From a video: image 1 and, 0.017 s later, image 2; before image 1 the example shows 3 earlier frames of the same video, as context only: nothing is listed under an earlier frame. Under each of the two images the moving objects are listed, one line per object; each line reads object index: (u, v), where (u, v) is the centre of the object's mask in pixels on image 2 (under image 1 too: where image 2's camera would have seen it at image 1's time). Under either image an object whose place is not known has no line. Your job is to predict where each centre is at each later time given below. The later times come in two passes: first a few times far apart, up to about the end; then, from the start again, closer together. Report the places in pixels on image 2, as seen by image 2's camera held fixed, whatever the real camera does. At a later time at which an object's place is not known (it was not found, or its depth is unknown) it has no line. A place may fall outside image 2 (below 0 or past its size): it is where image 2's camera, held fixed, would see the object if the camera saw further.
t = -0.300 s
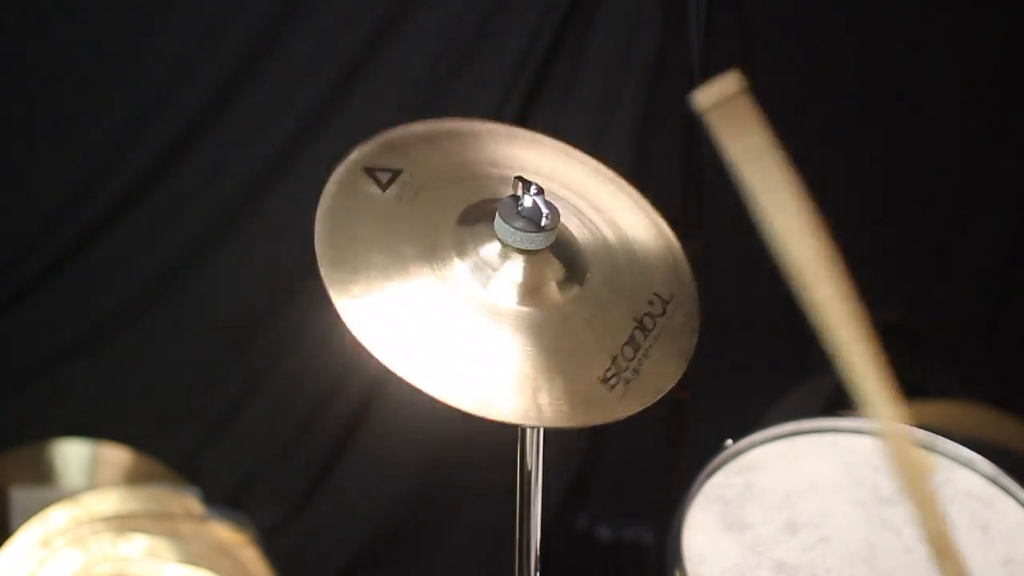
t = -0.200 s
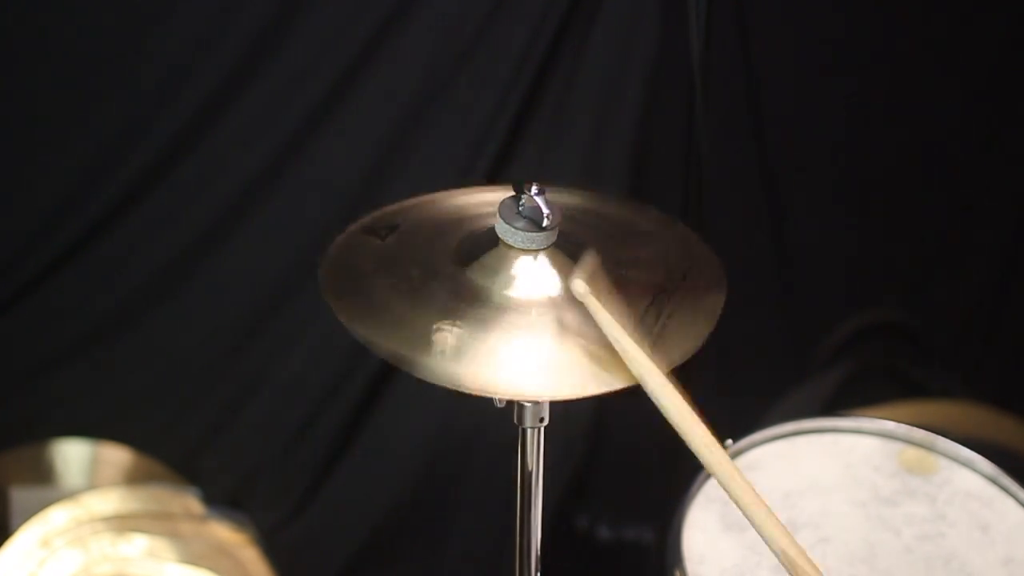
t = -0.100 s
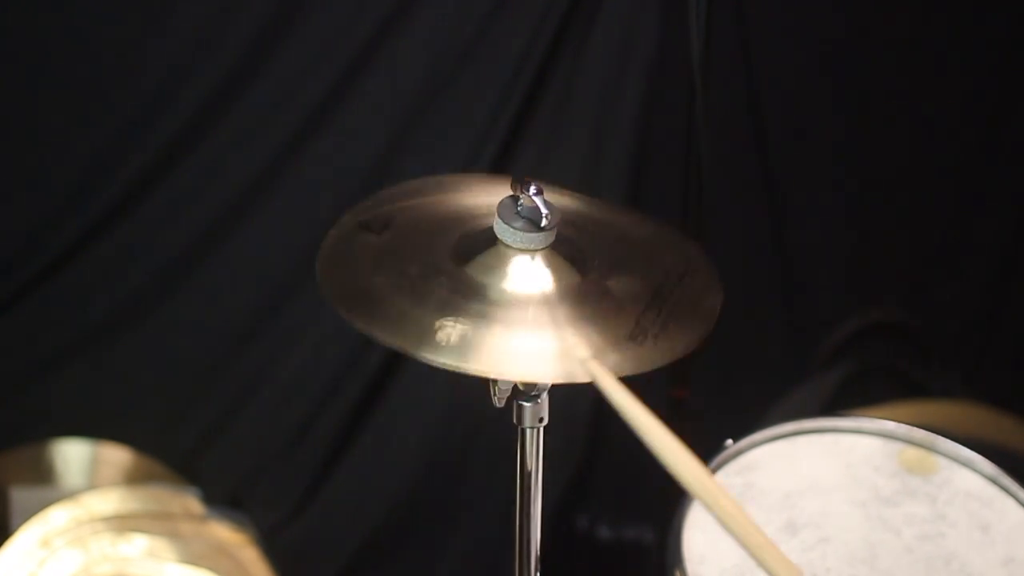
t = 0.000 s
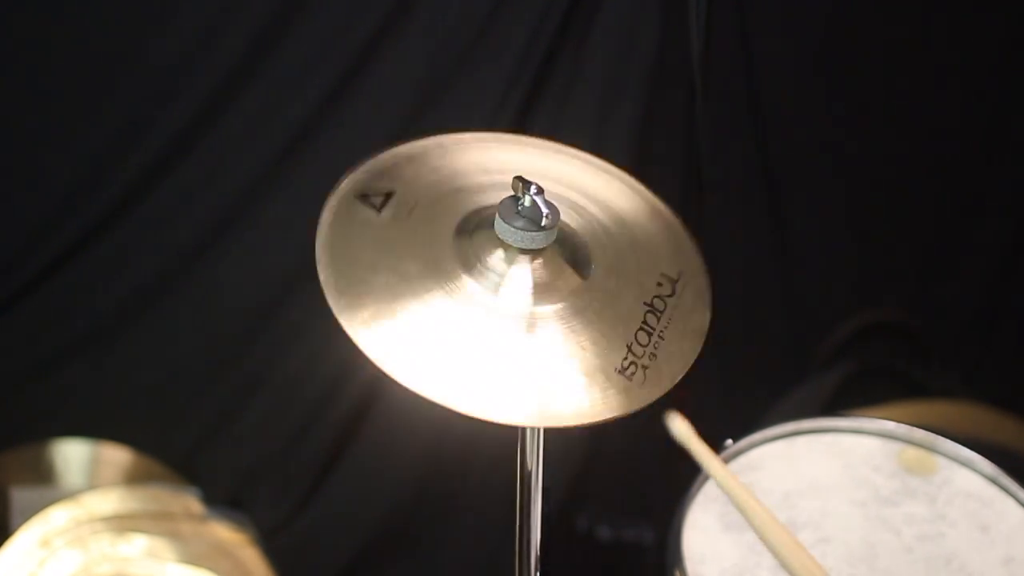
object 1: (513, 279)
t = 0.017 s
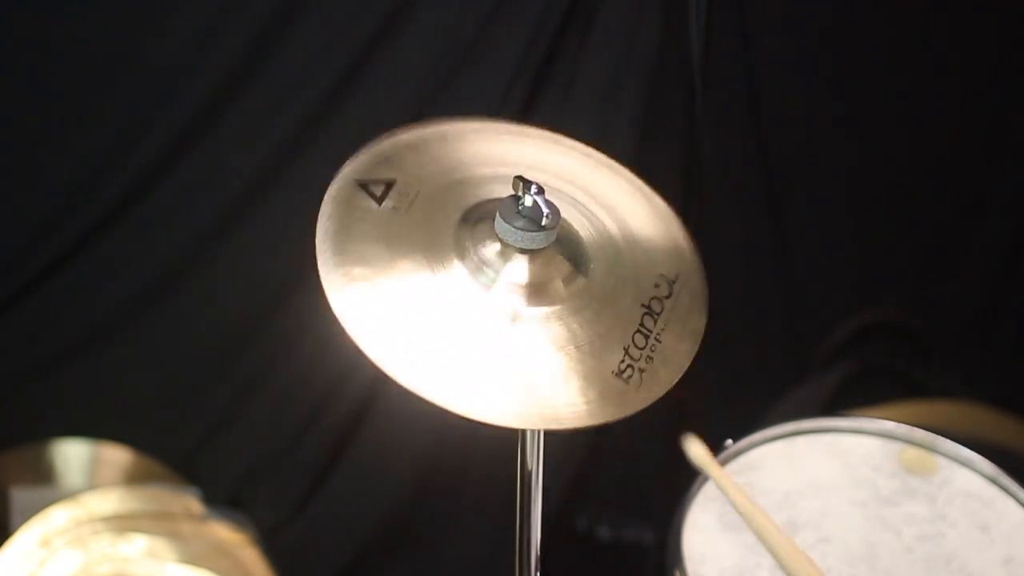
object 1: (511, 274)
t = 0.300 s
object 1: (512, 281)
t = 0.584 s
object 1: (515, 283)
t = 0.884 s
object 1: (514, 283)
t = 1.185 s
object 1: (515, 283)
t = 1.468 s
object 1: (514, 283)
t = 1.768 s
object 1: (514, 283)
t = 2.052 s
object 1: (514, 283)
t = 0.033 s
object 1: (508, 273)
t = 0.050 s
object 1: (507, 273)
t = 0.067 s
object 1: (508, 275)
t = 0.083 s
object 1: (510, 278)
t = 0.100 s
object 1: (512, 281)
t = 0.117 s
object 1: (513, 284)
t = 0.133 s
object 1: (514, 287)
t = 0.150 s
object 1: (517, 285)
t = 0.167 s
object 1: (521, 286)
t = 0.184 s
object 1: (522, 287)
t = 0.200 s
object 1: (520, 287)
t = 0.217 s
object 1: (519, 286)
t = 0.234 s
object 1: (519, 288)
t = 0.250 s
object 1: (519, 285)
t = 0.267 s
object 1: (517, 285)
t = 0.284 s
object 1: (515, 284)
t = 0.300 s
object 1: (512, 281)
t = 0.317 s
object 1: (511, 279)
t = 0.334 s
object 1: (510, 279)
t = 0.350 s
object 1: (511, 279)
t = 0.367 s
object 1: (511, 279)
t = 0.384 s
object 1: (511, 281)
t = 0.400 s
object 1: (511, 282)
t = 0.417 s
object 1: (512, 282)
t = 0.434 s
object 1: (515, 283)
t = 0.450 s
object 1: (517, 283)
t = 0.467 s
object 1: (518, 284)
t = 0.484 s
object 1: (518, 284)
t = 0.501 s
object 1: (518, 283)
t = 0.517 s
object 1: (519, 284)
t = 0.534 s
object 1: (519, 284)
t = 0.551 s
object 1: (518, 284)
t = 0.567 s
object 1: (517, 284)
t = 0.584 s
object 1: (515, 283)
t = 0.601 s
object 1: (514, 283)
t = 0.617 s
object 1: (513, 283)
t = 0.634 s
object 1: (513, 282)
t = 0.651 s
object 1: (513, 282)
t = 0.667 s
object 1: (512, 283)
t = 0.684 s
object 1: (513, 283)
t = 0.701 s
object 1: (514, 283)
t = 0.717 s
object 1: (515, 283)
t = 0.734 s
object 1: (516, 284)
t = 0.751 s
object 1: (516, 284)
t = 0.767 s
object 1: (516, 284)
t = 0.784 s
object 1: (515, 284)
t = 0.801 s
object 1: (516, 284)
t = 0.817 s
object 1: (515, 284)
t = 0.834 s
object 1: (515, 284)
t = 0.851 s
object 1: (514, 283)
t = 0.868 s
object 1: (514, 283)
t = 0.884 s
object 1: (514, 283)
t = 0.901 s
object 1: (514, 283)
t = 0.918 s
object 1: (515, 283)
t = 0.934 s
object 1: (514, 284)
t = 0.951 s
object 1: (514, 284)
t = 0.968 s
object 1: (515, 283)
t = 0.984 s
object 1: (515, 283)
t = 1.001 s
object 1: (515, 284)
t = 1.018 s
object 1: (515, 284)
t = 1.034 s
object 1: (514, 284)
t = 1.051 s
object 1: (514, 283)
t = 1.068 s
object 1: (515, 283)
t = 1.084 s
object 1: (515, 284)
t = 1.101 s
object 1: (515, 284)
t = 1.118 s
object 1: (515, 284)
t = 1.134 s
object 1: (514, 283)
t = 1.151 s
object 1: (514, 283)
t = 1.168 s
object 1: (515, 283)
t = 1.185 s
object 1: (515, 283)
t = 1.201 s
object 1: (515, 283)
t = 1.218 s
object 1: (515, 283)
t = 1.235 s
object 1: (515, 283)
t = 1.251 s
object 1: (515, 283)
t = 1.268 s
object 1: (515, 283)
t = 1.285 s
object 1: (515, 283)
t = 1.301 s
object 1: (514, 284)
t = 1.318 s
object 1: (514, 283)
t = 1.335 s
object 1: (514, 283)
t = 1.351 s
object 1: (515, 283)
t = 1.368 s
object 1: (515, 283)
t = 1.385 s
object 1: (514, 284)
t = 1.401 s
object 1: (514, 284)
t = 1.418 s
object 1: (514, 283)
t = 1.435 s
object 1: (515, 283)
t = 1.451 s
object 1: (515, 283)
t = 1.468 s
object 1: (514, 283)
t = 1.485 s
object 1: (514, 283)
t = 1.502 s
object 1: (514, 283)
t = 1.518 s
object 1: (515, 283)
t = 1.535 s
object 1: (515, 283)
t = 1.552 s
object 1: (514, 283)
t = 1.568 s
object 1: (514, 283)
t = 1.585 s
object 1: (514, 283)
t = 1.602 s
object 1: (515, 283)
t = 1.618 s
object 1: (515, 283)
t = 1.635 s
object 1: (515, 283)
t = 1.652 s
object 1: (514, 283)
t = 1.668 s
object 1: (514, 284)
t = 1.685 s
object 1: (514, 283)
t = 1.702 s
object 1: (514, 283)
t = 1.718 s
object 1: (514, 283)
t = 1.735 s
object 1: (514, 283)
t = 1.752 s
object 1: (514, 283)
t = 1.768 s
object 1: (514, 283)
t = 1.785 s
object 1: (514, 283)
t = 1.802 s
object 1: (514, 283)
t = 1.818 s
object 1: (514, 283)
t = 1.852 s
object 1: (514, 283)
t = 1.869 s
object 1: (515, 283)
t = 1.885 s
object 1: (515, 283)
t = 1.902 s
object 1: (514, 283)
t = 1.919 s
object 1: (514, 283)
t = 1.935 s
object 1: (514, 283)
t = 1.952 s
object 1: (515, 283)
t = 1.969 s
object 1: (514, 283)
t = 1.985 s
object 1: (514, 283)
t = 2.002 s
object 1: (514, 283)
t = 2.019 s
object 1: (514, 283)
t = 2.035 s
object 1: (514, 283)
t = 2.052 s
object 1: (514, 283)
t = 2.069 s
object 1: (514, 283)
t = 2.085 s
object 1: (514, 283)
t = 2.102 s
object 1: (514, 283)
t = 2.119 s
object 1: (514, 283)
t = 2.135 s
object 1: (514, 283)
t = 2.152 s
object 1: (515, 283)
